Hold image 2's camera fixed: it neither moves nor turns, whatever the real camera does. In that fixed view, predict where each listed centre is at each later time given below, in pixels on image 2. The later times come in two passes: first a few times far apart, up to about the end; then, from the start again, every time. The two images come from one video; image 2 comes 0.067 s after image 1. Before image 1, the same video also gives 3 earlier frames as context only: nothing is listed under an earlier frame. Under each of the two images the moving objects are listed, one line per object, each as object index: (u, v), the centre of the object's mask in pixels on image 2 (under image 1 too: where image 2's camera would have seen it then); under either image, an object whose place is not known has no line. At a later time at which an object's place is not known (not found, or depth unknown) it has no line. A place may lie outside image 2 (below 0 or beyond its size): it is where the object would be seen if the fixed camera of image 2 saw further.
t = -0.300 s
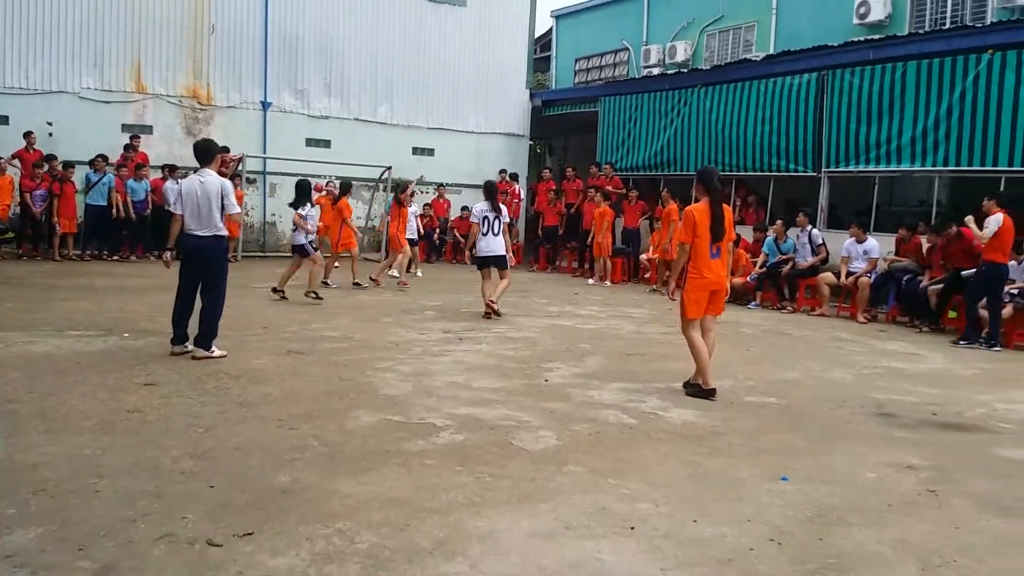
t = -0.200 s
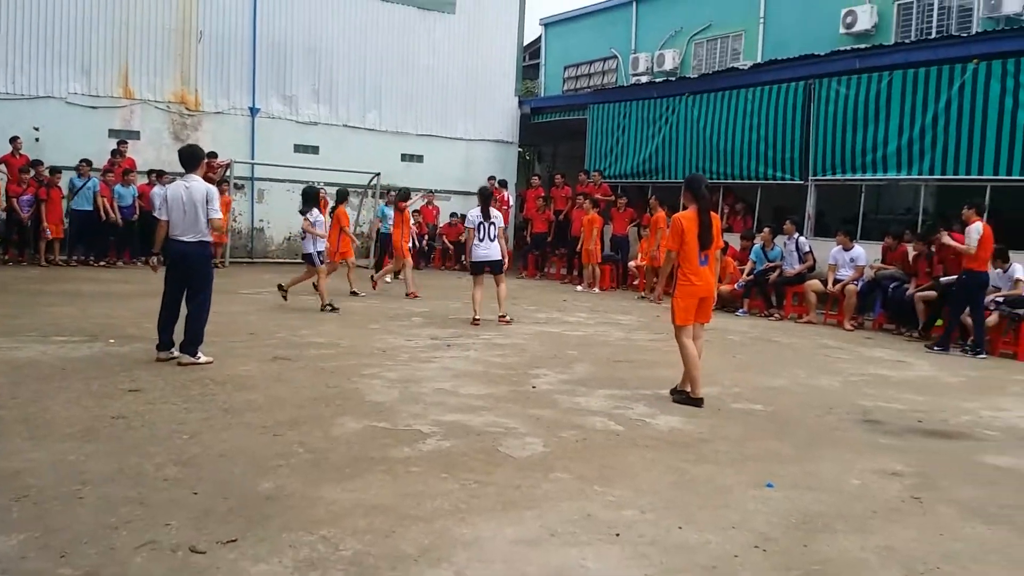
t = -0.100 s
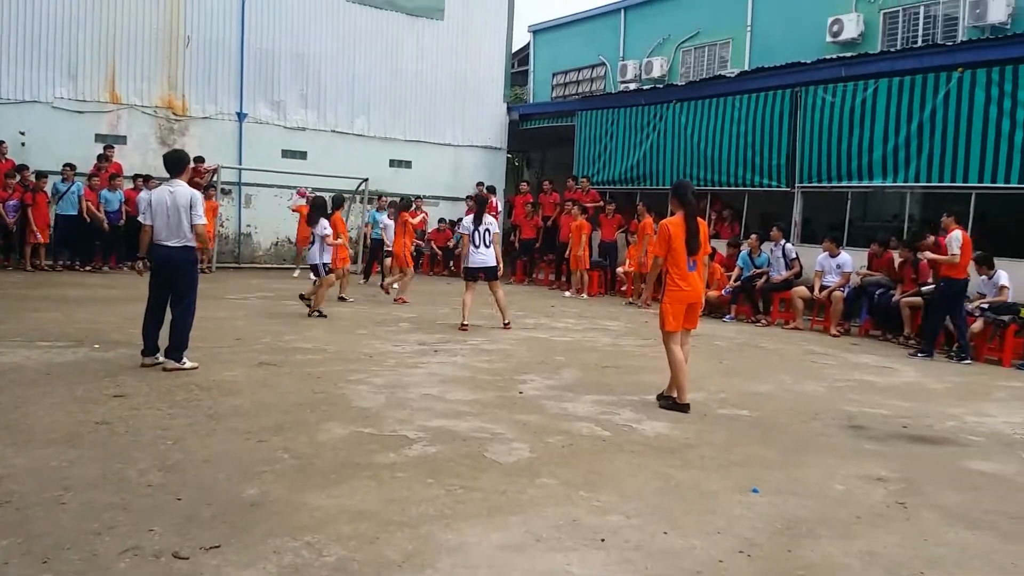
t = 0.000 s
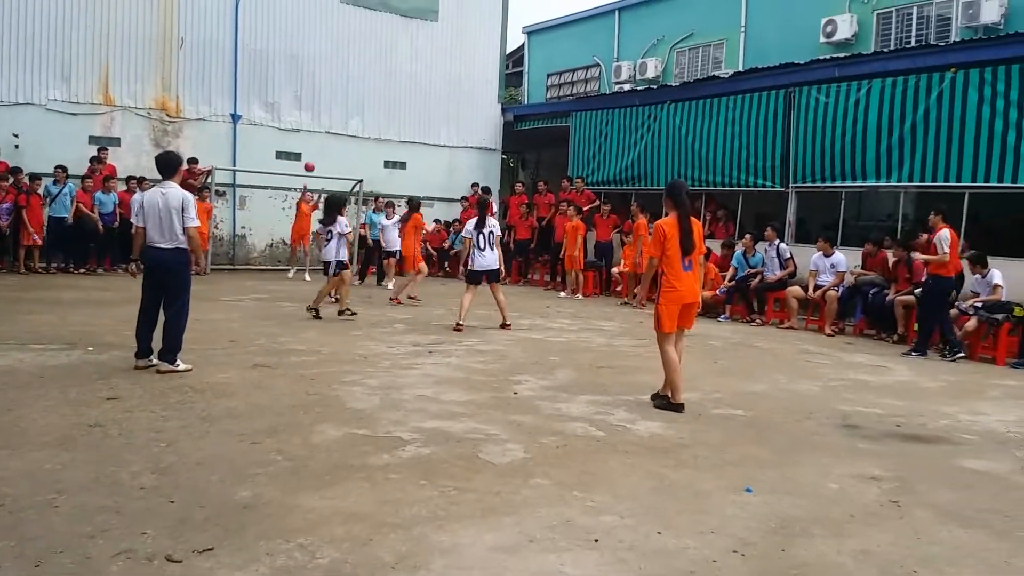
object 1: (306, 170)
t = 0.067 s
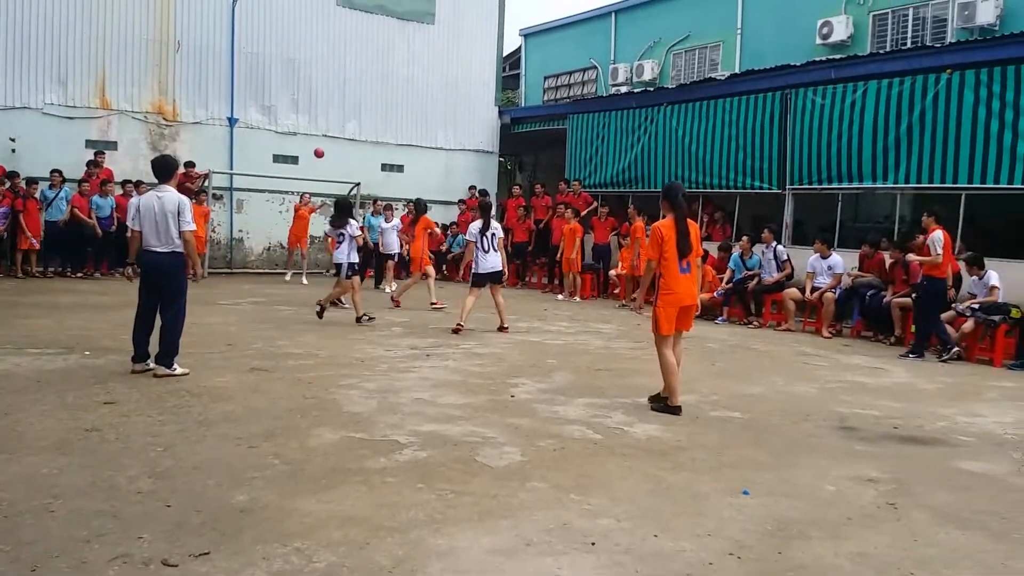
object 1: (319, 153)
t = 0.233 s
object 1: (350, 121)
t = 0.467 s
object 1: (394, 102)
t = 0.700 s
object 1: (442, 122)
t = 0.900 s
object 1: (486, 166)
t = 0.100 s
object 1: (325, 145)
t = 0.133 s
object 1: (331, 138)
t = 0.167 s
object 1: (338, 131)
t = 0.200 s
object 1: (344, 126)
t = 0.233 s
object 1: (350, 121)
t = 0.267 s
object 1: (356, 115)
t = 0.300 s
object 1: (362, 112)
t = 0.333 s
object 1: (368, 109)
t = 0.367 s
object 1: (375, 106)
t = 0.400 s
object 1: (381, 103)
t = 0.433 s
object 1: (387, 102)
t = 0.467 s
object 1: (394, 102)
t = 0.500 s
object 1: (401, 103)
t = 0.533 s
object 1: (408, 104)
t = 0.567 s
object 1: (414, 106)
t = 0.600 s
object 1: (421, 109)
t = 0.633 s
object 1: (428, 113)
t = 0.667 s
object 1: (435, 117)
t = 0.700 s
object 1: (442, 122)
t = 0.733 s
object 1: (449, 127)
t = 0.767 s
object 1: (456, 132)
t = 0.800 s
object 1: (464, 140)
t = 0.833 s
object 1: (471, 147)
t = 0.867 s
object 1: (478, 156)
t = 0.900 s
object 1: (486, 166)
